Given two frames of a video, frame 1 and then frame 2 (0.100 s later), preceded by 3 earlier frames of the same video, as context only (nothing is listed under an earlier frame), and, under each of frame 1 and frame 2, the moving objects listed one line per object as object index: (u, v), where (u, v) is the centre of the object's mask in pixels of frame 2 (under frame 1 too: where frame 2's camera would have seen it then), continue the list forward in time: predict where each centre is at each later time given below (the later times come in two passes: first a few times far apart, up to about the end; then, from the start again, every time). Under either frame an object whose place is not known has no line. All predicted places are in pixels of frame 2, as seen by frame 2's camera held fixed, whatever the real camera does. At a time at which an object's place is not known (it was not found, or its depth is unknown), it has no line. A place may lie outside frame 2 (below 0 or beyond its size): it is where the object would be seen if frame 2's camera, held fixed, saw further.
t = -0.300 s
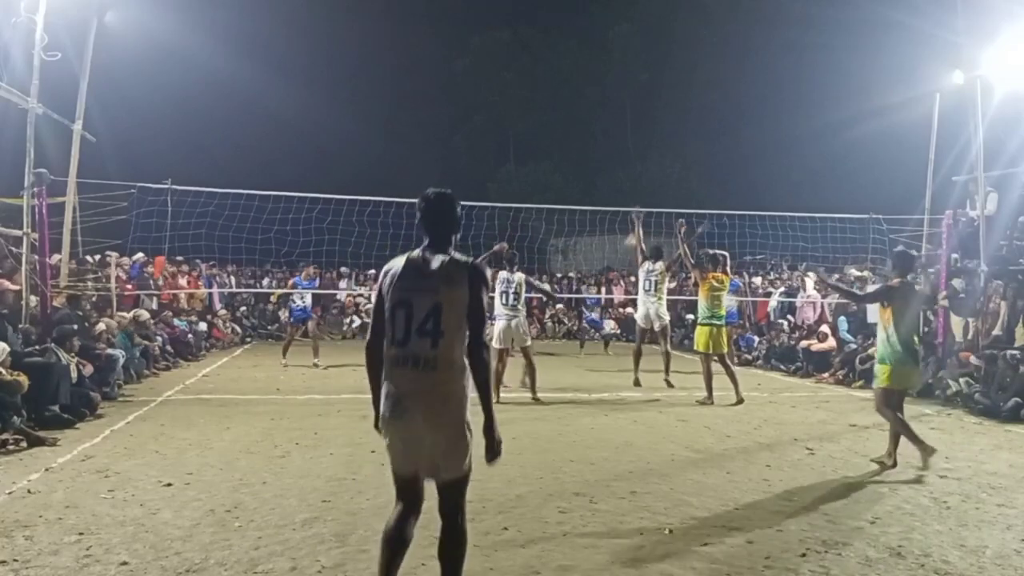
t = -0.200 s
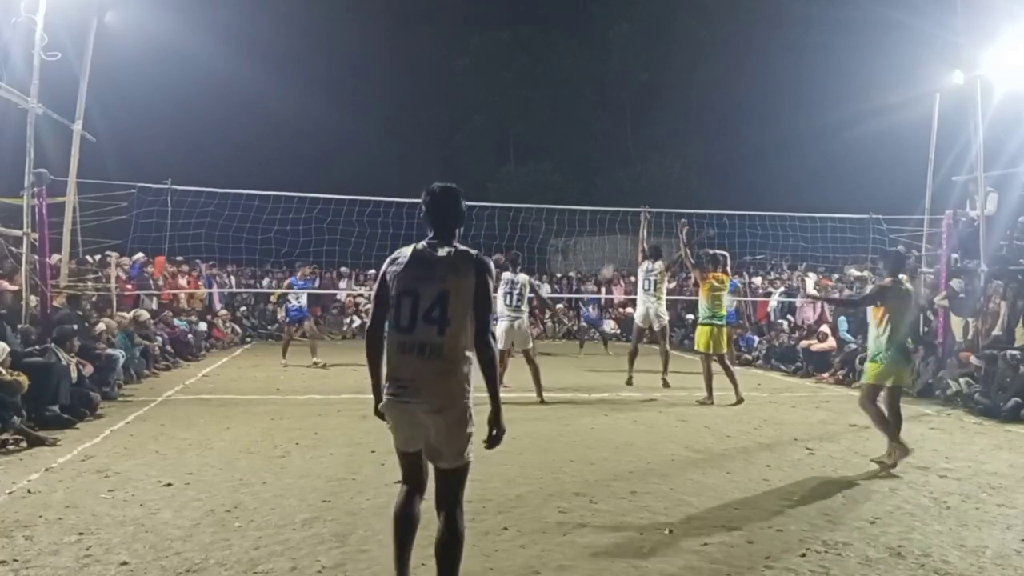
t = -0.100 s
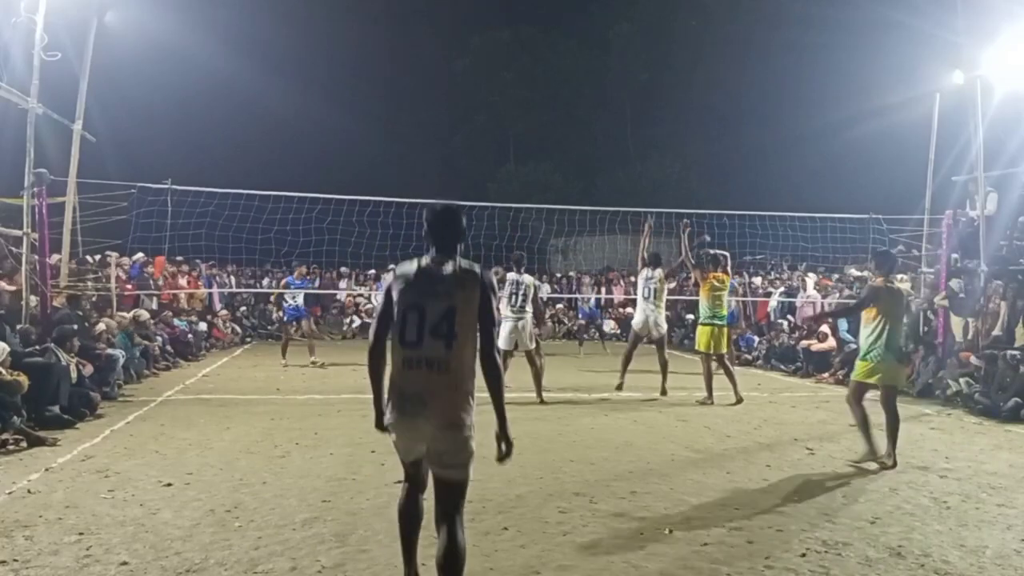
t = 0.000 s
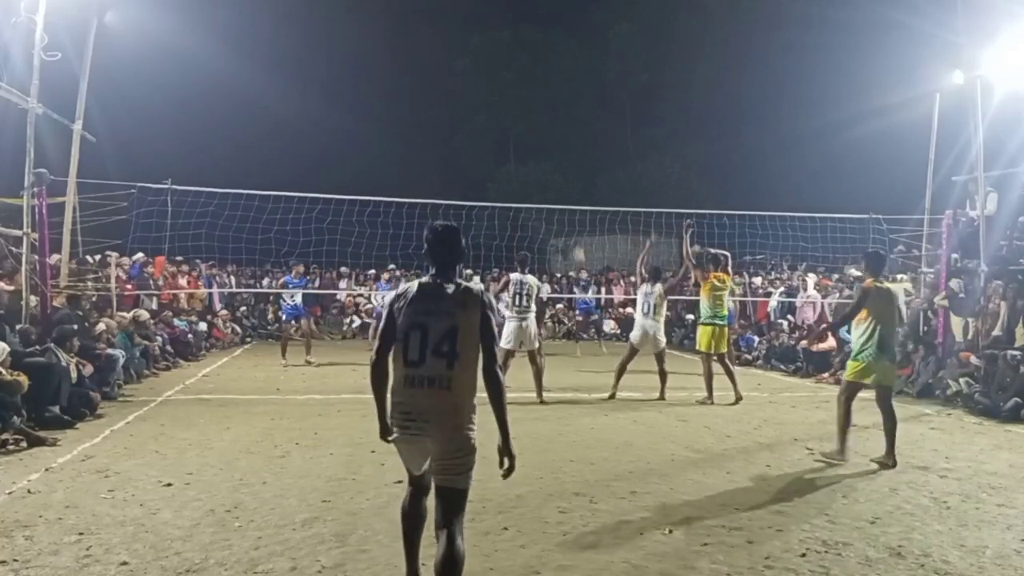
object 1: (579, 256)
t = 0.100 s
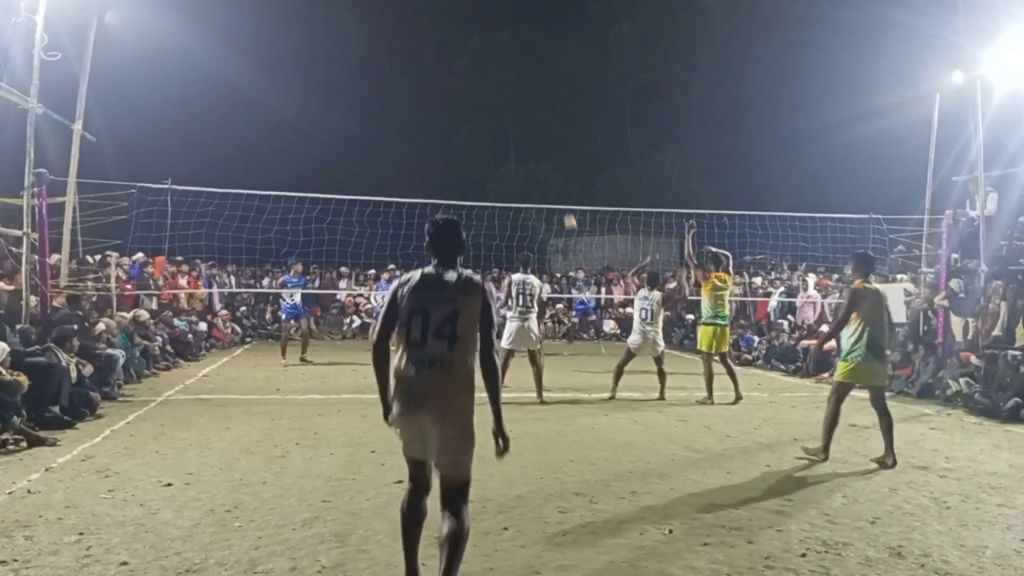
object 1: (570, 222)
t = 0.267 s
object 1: (554, 177)
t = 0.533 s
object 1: (525, 130)
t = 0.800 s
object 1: (492, 122)
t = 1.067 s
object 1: (455, 158)
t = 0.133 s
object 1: (567, 212)
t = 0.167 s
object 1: (563, 200)
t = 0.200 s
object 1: (560, 193)
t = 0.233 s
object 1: (557, 185)
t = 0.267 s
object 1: (554, 177)
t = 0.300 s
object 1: (550, 168)
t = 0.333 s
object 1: (547, 162)
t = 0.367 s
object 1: (543, 155)
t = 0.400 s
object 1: (540, 149)
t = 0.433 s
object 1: (536, 143)
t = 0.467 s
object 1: (533, 139)
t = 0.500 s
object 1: (529, 134)
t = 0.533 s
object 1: (525, 130)
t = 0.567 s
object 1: (521, 127)
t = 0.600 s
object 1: (517, 124)
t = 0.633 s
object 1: (513, 123)
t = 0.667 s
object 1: (509, 121)
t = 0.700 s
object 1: (505, 120)
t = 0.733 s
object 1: (501, 120)
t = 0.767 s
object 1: (497, 120)
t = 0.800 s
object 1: (492, 122)
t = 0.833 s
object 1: (487, 124)
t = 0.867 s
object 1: (483, 127)
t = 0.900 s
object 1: (478, 130)
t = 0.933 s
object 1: (474, 134)
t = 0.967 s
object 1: (469, 139)
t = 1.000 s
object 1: (464, 145)
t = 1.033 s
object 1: (459, 151)
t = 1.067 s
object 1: (455, 158)
